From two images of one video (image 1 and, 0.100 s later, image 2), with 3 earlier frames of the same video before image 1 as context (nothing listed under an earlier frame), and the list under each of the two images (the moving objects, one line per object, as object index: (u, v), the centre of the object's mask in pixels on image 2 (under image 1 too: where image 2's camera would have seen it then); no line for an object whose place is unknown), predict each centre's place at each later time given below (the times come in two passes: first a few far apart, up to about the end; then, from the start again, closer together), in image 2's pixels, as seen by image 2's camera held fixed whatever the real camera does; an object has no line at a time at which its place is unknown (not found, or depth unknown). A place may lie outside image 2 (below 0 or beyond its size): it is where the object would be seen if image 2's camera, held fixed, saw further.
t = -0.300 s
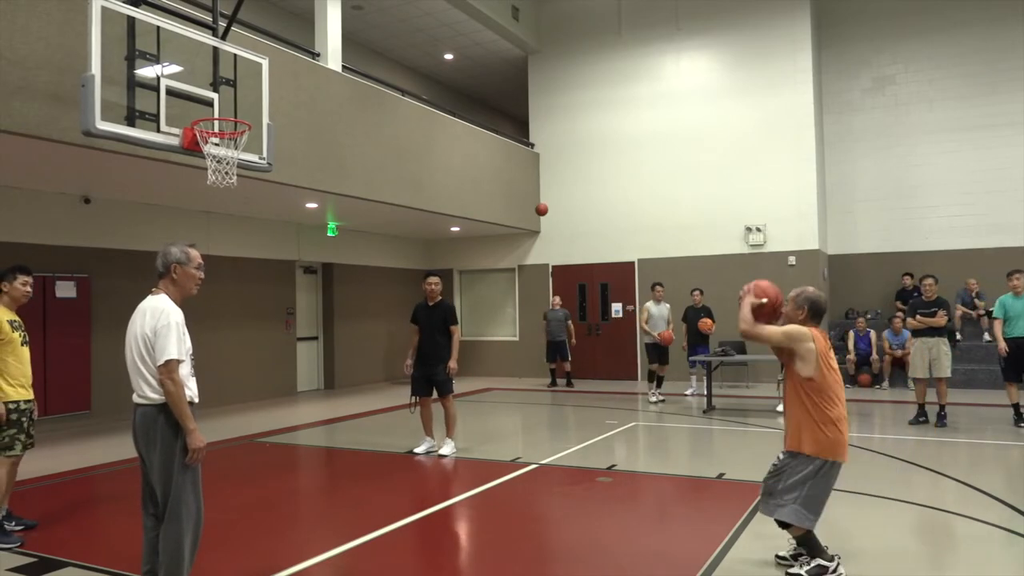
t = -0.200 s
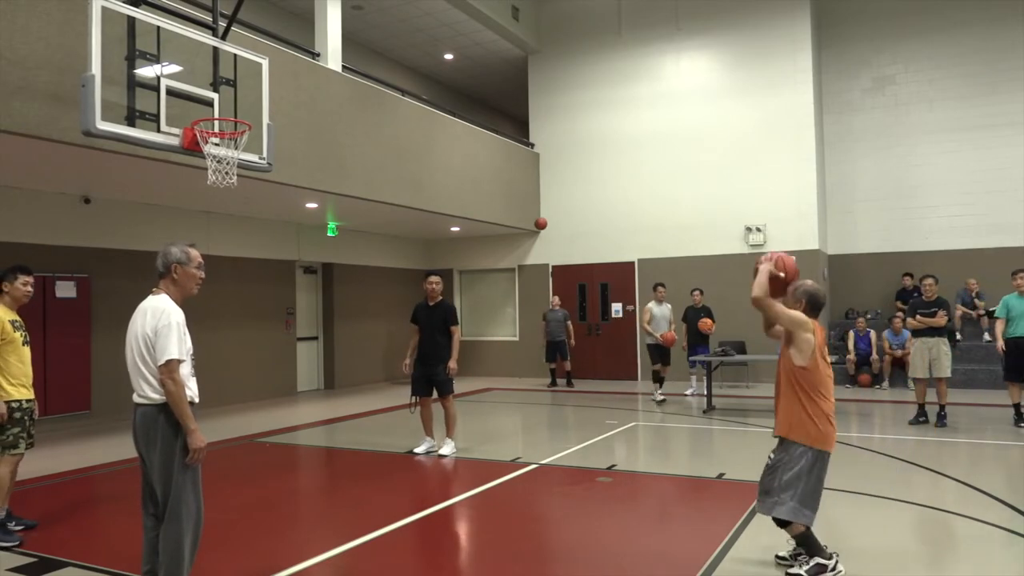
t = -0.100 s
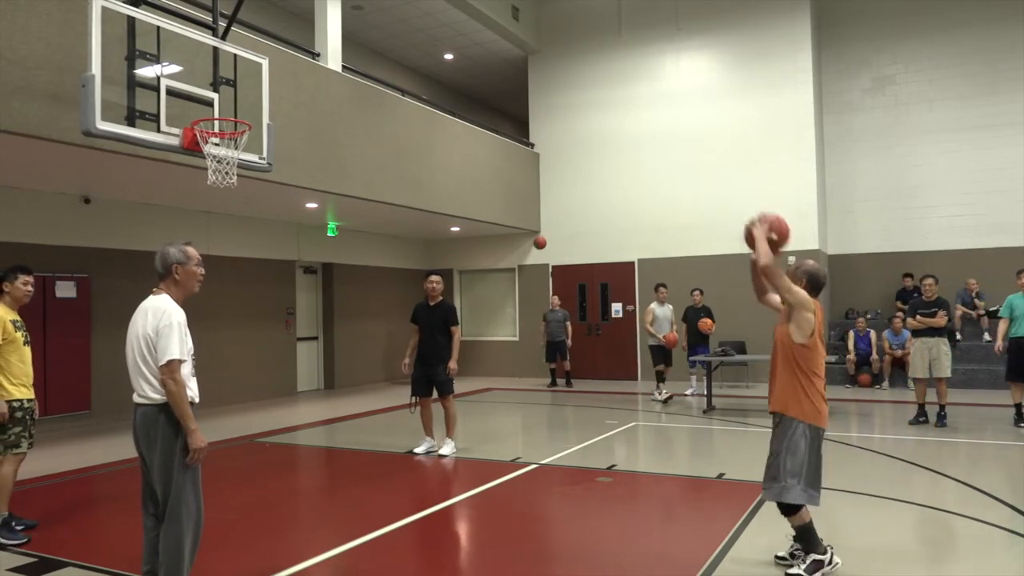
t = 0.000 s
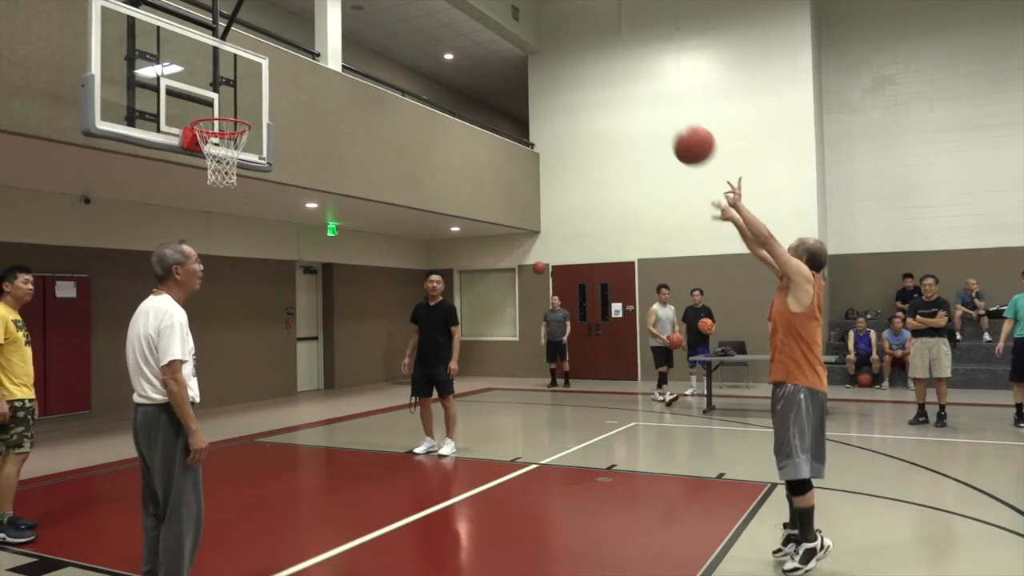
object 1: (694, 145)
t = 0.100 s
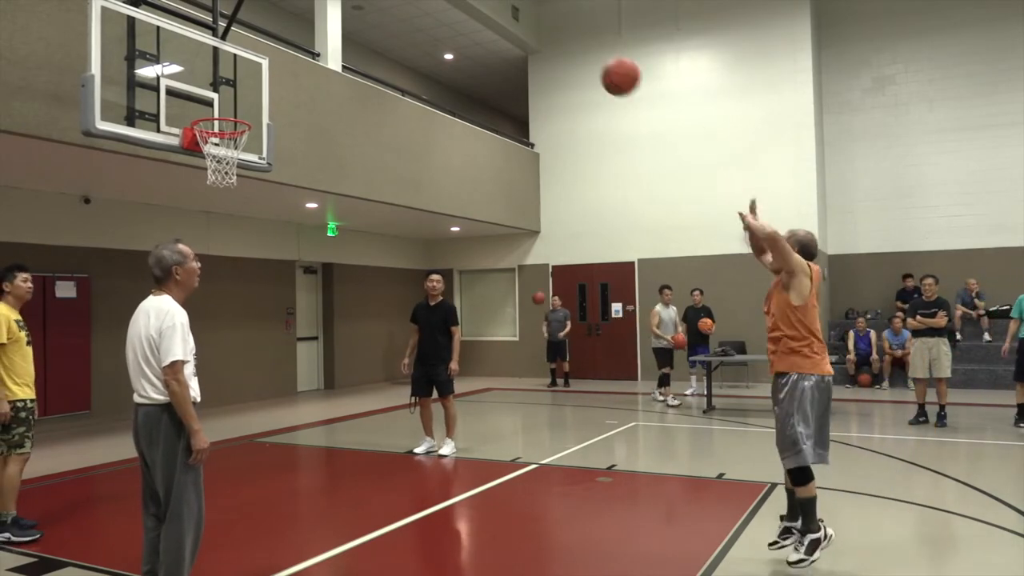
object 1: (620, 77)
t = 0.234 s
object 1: (534, 16)
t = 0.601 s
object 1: (344, 5)
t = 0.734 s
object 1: (288, 28)
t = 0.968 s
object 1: (208, 128)
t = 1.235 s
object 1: (248, 167)
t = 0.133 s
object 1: (598, 57)
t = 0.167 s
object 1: (575, 41)
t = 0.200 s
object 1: (554, 27)
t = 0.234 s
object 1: (534, 16)
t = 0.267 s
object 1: (514, 10)
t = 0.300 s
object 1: (495, 7)
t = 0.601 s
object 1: (344, 5)
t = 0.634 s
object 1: (330, 8)
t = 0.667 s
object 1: (315, 12)
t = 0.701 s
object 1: (301, 19)
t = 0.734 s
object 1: (288, 28)
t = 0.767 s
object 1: (274, 40)
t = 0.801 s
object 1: (261, 53)
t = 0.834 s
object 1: (248, 66)
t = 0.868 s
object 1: (236, 80)
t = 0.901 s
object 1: (224, 96)
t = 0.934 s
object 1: (213, 110)
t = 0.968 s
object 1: (208, 128)
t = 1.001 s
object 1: (225, 133)
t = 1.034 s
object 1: (237, 141)
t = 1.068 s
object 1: (242, 146)
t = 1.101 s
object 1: (246, 152)
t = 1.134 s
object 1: (247, 154)
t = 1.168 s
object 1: (247, 162)
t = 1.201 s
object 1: (247, 164)
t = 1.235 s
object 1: (248, 167)
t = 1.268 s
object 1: (247, 171)
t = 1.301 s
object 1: (247, 177)
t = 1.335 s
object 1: (247, 186)
